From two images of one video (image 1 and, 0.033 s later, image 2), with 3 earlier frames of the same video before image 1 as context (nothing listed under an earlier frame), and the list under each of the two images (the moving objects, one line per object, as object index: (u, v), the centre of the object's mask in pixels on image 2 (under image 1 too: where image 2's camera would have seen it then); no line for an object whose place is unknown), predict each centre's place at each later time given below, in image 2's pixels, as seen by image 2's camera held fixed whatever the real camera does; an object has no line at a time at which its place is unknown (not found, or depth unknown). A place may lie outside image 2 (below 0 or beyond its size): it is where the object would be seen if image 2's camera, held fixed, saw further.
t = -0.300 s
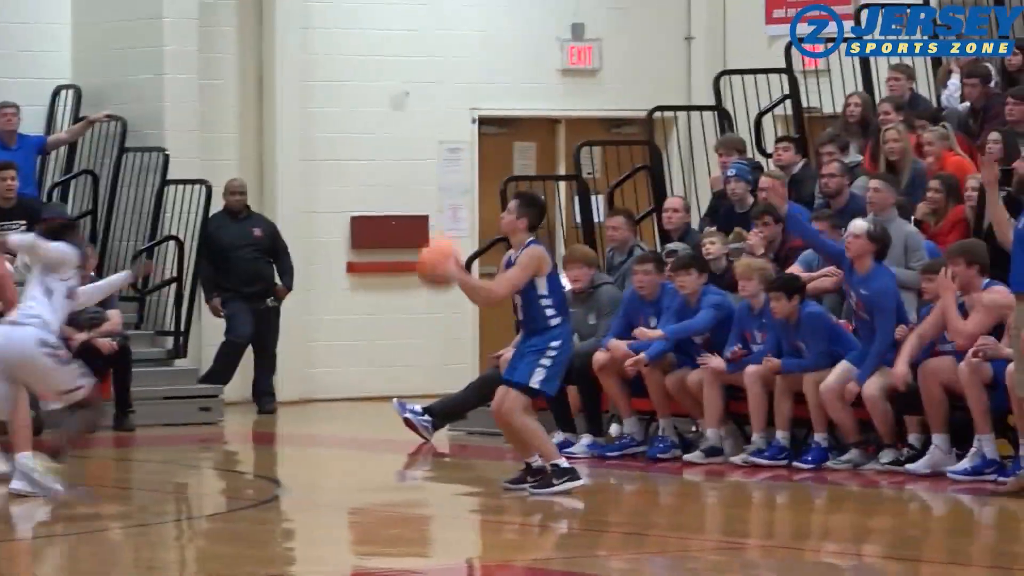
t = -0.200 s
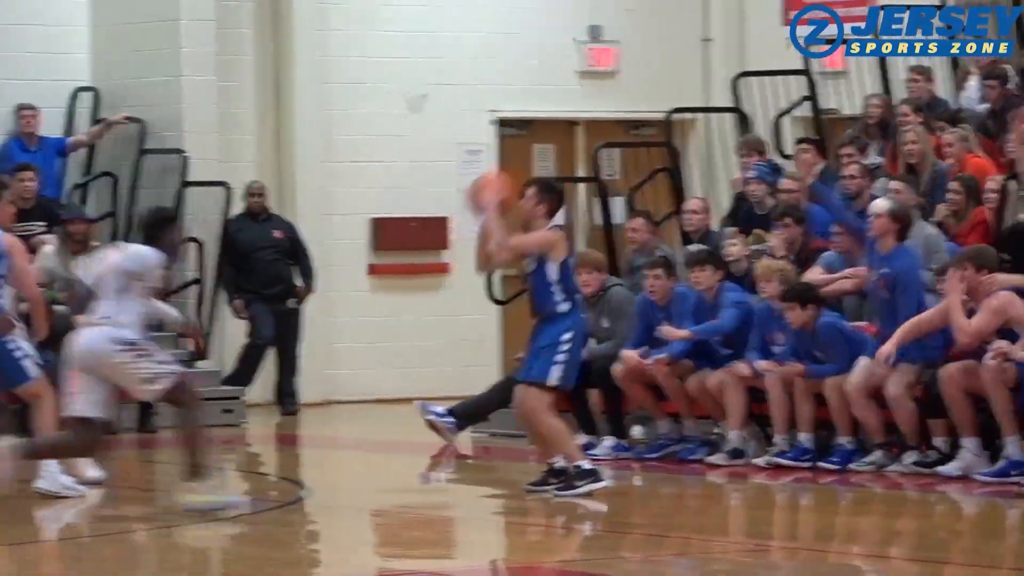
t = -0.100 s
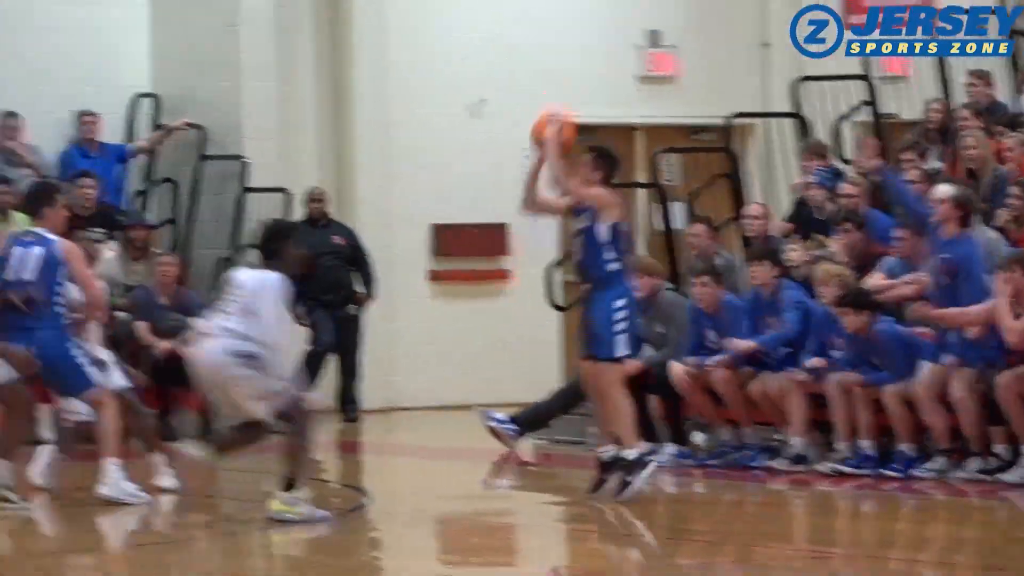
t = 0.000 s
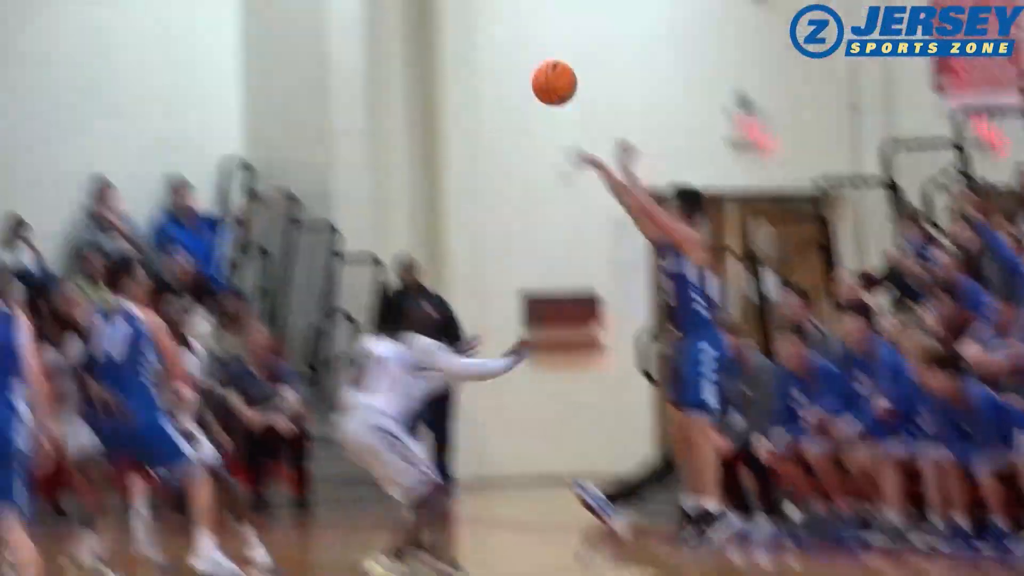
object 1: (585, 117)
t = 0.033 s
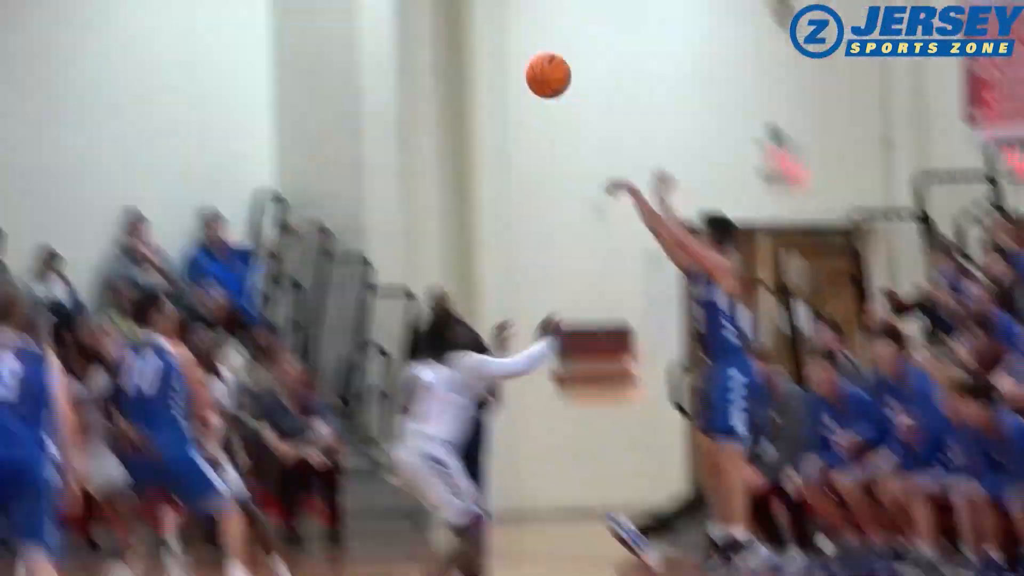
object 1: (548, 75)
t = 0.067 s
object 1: (511, 38)
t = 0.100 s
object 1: (473, 0)
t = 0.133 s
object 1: (437, -35)
